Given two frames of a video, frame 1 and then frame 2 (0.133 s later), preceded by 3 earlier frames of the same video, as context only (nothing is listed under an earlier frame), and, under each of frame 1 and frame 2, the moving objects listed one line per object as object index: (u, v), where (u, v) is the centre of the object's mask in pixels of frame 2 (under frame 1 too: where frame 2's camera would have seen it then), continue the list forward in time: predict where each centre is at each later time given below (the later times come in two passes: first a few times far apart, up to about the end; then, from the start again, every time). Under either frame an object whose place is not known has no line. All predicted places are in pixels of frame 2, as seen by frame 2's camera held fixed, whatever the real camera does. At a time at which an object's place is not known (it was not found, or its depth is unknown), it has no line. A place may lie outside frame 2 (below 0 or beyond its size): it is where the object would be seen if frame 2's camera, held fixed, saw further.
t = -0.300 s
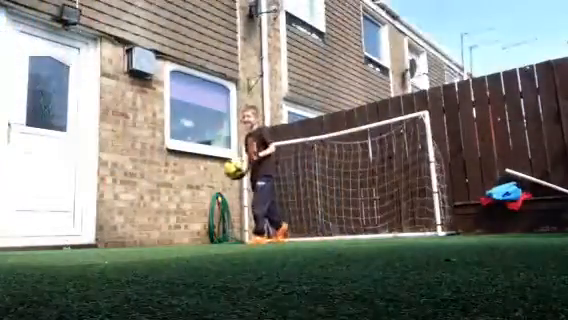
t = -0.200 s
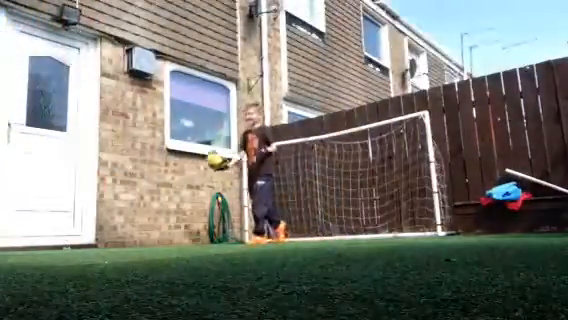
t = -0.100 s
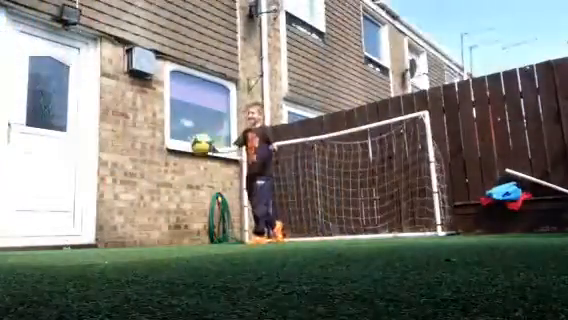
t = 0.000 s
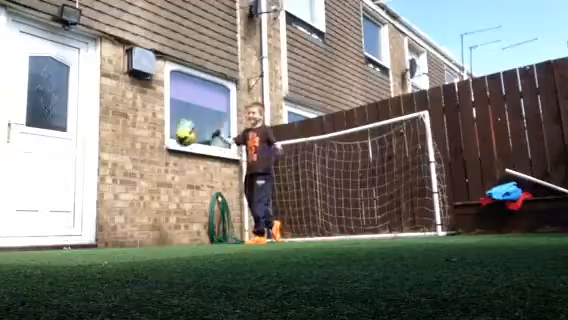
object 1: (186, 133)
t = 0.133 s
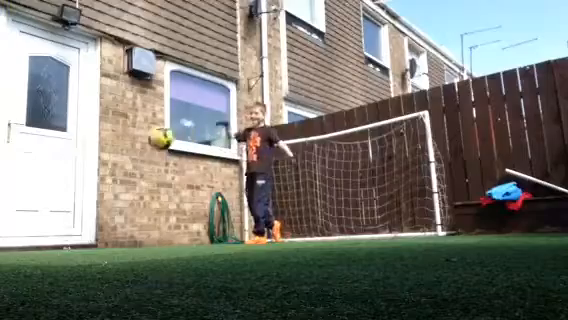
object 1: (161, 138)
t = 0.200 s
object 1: (147, 147)
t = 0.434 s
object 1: (83, 237)
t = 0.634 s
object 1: (41, 165)
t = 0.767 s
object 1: (13, 143)
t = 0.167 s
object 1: (154, 141)
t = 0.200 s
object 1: (147, 147)
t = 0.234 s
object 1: (139, 154)
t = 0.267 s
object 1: (131, 163)
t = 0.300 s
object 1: (122, 173)
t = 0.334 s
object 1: (113, 187)
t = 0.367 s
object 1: (103, 203)
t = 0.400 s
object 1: (94, 221)
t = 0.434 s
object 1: (83, 237)
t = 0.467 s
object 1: (78, 222)
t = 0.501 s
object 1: (71, 209)
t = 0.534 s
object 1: (63, 197)
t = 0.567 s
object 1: (56, 184)
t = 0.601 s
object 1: (49, 175)
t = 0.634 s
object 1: (41, 165)
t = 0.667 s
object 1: (33, 157)
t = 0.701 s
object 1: (25, 151)
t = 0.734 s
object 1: (18, 146)
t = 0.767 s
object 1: (13, 143)
